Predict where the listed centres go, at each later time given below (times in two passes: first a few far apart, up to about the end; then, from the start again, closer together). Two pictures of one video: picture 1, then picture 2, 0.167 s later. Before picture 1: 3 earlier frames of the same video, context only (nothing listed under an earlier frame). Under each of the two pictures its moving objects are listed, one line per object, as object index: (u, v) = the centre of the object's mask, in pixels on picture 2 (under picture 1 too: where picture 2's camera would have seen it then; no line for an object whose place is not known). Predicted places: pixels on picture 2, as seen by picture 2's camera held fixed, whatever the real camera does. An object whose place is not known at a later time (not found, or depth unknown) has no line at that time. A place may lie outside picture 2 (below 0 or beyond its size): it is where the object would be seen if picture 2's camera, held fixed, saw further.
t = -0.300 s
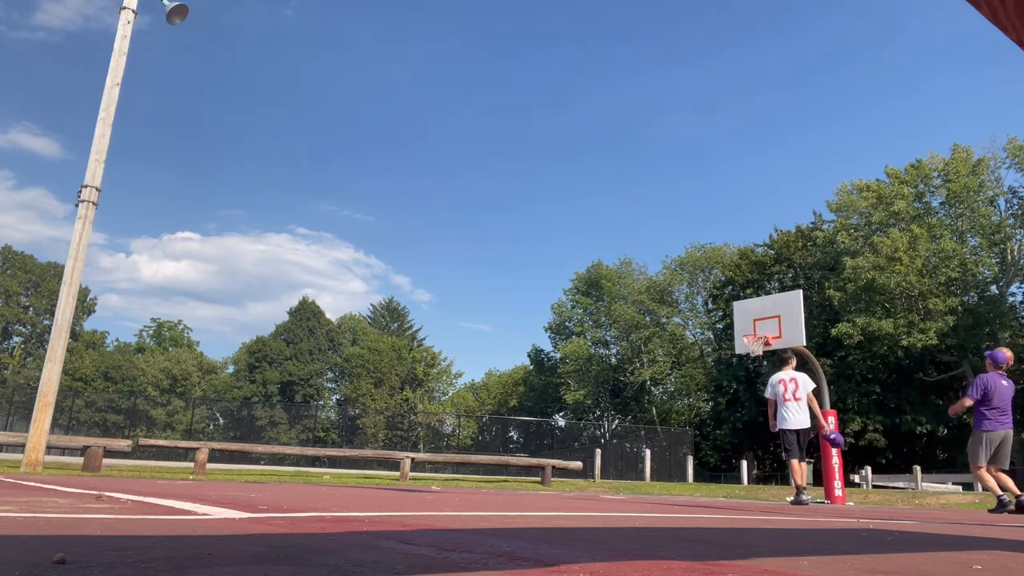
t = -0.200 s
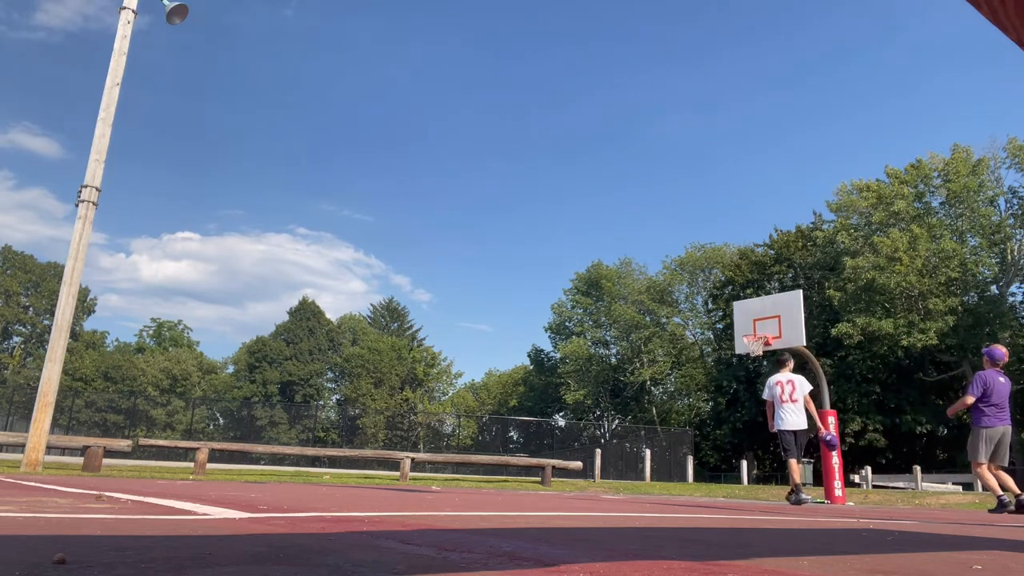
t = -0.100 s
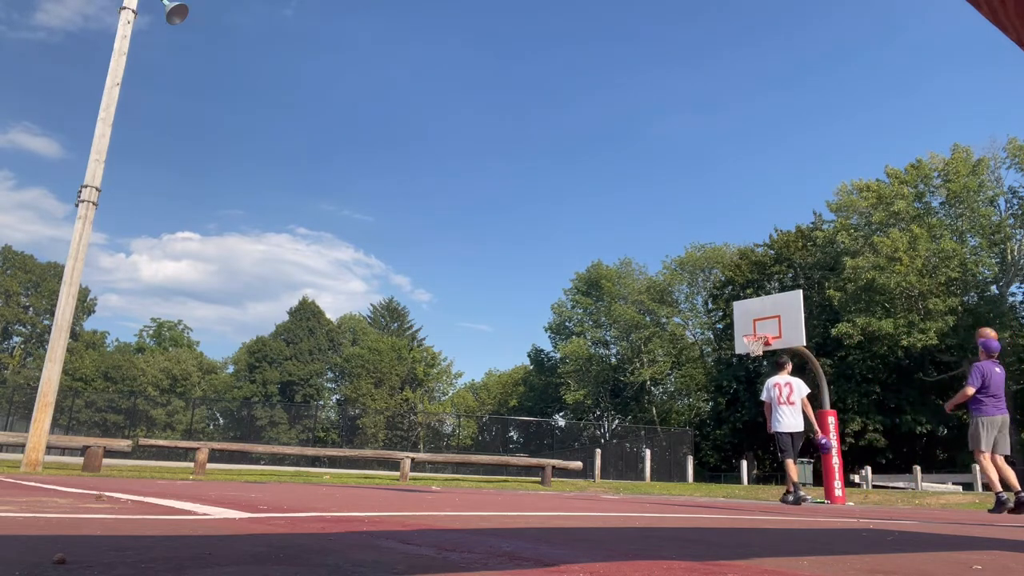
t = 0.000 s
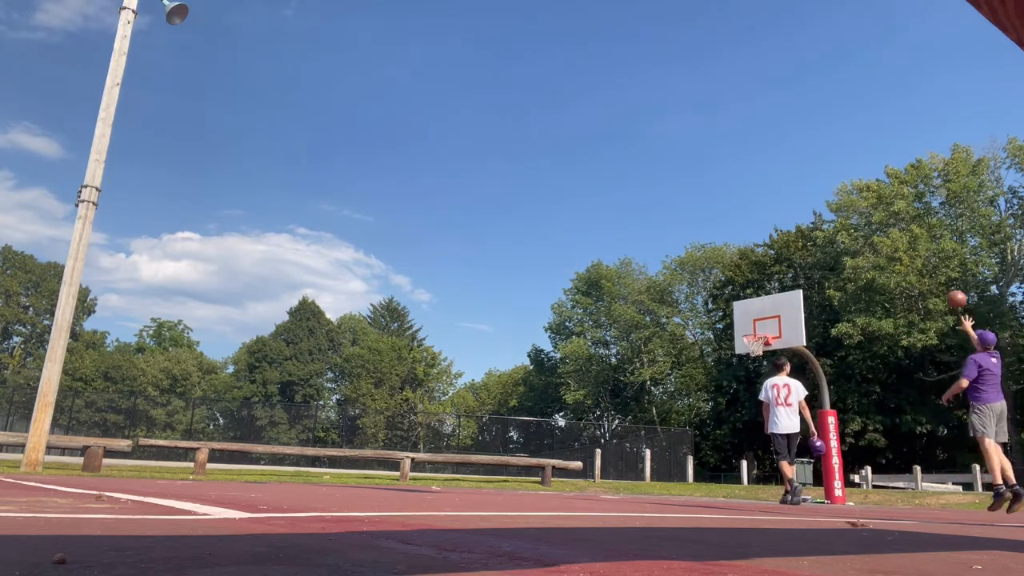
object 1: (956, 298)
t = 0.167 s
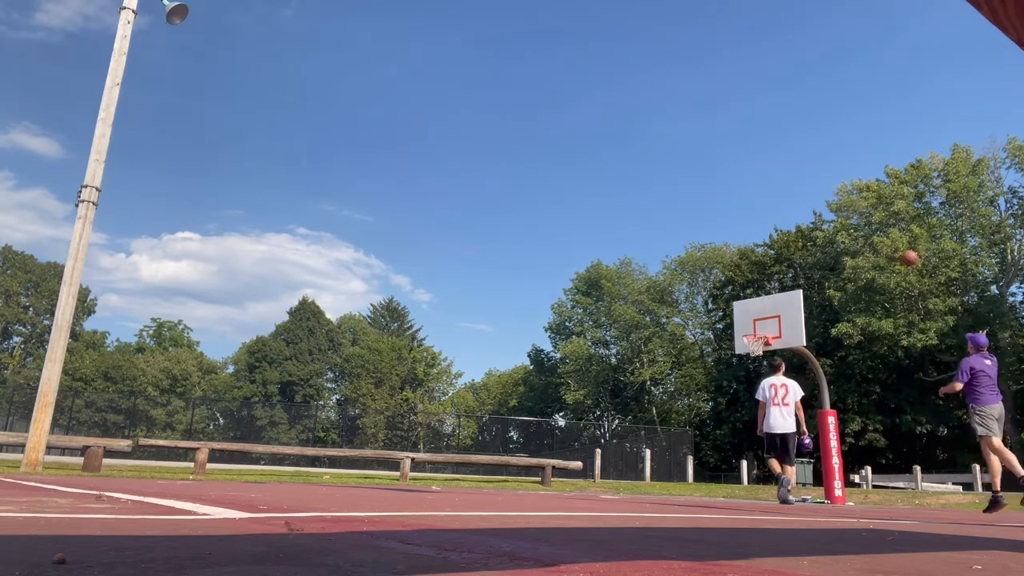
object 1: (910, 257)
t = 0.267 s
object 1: (885, 245)
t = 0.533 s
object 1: (837, 247)
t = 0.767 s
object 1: (804, 276)
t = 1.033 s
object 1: (771, 330)
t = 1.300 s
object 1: (767, 298)
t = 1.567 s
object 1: (766, 300)
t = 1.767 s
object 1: (766, 326)
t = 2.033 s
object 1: (767, 400)
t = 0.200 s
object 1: (901, 251)
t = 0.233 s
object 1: (892, 248)
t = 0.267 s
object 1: (885, 245)
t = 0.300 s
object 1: (877, 243)
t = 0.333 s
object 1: (872, 242)
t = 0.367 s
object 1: (865, 240)
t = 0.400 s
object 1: (859, 241)
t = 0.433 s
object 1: (853, 241)
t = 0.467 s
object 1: (848, 243)
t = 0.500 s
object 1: (843, 245)
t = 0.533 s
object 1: (837, 247)
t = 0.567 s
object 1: (832, 249)
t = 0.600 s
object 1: (827, 253)
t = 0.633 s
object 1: (822, 257)
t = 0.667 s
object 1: (818, 261)
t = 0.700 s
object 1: (813, 266)
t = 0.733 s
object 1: (809, 271)
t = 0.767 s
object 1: (804, 276)
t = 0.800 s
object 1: (800, 282)
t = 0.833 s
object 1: (796, 289)
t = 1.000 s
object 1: (777, 325)
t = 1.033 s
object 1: (771, 330)
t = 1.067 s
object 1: (769, 326)
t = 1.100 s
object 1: (769, 321)
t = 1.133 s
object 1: (769, 315)
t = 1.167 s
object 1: (769, 311)
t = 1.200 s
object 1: (768, 307)
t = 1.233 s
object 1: (768, 304)
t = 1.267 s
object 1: (768, 301)
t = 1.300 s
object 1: (767, 298)
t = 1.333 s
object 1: (767, 297)
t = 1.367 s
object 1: (767, 296)
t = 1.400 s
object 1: (767, 295)
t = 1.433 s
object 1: (767, 295)
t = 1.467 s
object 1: (767, 295)
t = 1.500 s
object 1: (766, 296)
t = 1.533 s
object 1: (766, 298)
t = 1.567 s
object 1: (766, 300)
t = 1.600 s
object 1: (766, 303)
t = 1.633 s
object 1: (766, 306)
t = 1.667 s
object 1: (766, 310)
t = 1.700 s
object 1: (766, 315)
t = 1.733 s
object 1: (766, 321)
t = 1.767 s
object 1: (766, 326)
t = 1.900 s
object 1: (767, 357)
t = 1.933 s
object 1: (767, 367)
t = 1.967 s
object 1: (767, 377)
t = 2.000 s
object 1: (767, 388)
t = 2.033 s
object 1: (767, 400)
